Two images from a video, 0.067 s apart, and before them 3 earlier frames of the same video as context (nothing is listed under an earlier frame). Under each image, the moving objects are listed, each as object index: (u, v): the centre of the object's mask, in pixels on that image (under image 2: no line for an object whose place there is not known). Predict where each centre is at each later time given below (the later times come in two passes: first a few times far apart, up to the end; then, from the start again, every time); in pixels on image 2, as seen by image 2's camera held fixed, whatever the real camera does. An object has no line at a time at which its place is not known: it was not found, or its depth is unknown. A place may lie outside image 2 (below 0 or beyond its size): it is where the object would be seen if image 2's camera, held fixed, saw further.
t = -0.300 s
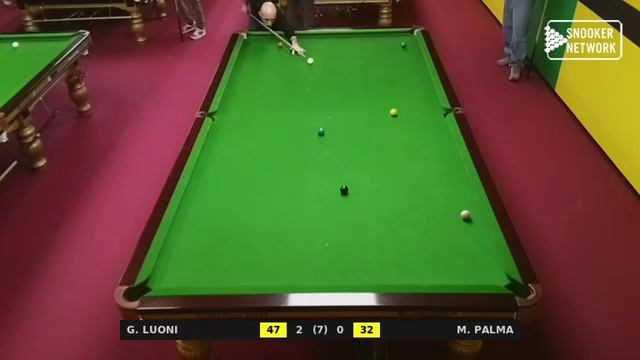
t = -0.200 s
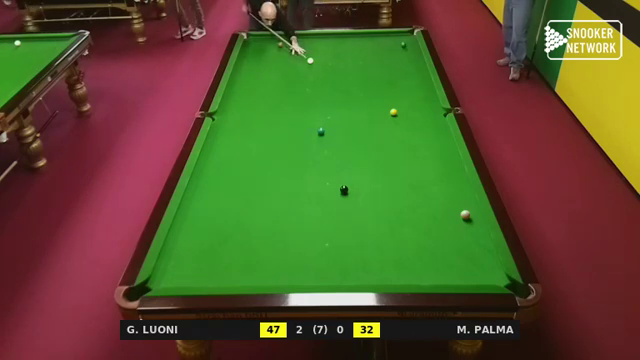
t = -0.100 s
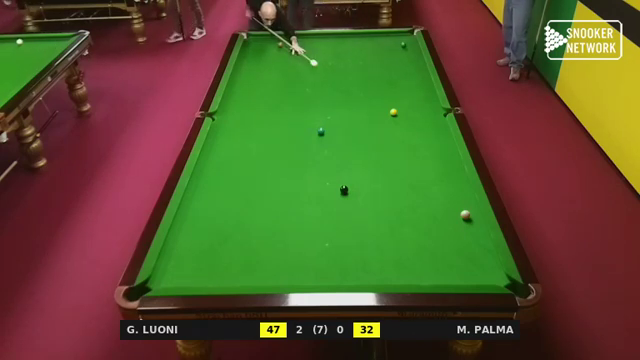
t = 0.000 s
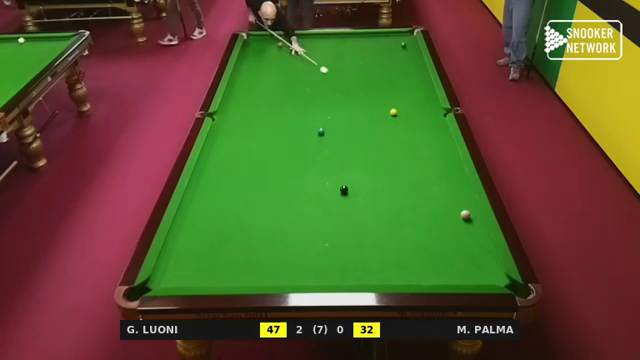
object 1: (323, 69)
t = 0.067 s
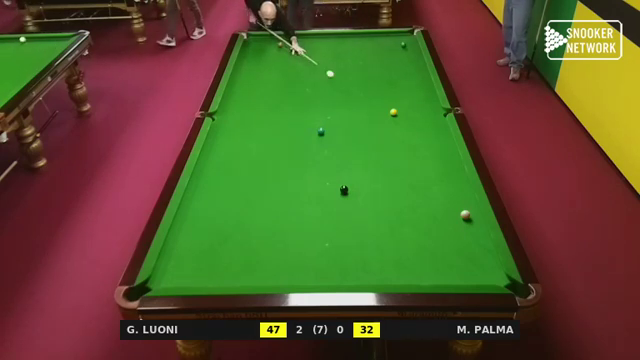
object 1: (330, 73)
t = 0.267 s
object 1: (348, 86)
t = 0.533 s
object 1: (375, 104)
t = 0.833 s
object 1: (389, 125)
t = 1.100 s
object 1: (396, 145)
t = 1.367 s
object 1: (404, 168)
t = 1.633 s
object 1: (411, 192)
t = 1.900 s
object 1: (421, 220)
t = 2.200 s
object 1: (433, 256)
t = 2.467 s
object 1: (440, 273)
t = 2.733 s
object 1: (435, 250)
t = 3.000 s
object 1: (431, 230)
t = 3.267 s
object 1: (427, 212)
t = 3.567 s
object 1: (424, 196)
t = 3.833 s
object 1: (422, 182)
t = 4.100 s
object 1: (419, 171)
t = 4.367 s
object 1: (417, 161)
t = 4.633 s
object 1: (415, 152)
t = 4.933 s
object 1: (414, 143)
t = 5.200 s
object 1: (413, 135)
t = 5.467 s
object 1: (412, 129)
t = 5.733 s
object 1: (411, 124)
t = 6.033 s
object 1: (409, 118)
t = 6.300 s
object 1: (409, 114)
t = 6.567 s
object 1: (408, 110)
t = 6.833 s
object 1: (407, 107)
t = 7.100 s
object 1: (407, 104)
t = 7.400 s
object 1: (406, 102)
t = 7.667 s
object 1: (406, 100)
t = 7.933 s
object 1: (406, 99)
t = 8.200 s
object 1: (406, 98)
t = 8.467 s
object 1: (406, 98)
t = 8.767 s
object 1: (406, 98)
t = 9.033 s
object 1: (406, 98)
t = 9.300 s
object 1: (406, 98)
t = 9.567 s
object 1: (406, 98)
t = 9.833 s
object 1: (406, 98)
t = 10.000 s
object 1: (406, 98)
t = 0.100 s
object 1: (333, 75)
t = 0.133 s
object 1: (336, 77)
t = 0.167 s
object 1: (339, 79)
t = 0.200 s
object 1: (342, 82)
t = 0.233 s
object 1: (345, 84)
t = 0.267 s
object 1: (348, 86)
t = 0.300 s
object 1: (351, 88)
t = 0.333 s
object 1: (354, 90)
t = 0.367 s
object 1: (358, 92)
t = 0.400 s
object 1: (361, 95)
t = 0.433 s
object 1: (364, 97)
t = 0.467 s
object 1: (368, 99)
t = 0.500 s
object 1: (371, 101)
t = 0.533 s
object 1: (375, 104)
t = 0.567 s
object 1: (378, 106)
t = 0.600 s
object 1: (382, 108)
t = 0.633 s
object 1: (385, 111)
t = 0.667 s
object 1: (386, 113)
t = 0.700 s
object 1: (386, 116)
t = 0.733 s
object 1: (387, 118)
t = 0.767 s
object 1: (388, 120)
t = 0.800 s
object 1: (389, 123)
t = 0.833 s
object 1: (389, 125)
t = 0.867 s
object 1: (390, 128)
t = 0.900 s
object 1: (391, 130)
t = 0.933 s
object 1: (392, 132)
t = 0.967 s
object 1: (393, 135)
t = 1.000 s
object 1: (394, 137)
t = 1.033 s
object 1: (394, 140)
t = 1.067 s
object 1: (395, 143)
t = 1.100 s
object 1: (396, 145)
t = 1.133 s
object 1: (397, 148)
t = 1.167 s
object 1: (398, 151)
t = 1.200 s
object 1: (399, 153)
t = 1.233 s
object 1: (400, 156)
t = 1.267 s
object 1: (401, 159)
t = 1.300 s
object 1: (402, 162)
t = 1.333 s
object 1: (403, 165)
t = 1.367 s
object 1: (404, 168)
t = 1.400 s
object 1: (404, 171)
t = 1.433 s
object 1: (405, 174)
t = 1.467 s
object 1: (406, 177)
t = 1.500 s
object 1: (407, 180)
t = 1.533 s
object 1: (408, 183)
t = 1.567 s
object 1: (409, 186)
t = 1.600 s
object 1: (410, 189)
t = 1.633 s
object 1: (411, 192)
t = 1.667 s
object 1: (413, 196)
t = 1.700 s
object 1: (414, 199)
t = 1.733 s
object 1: (415, 203)
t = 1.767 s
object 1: (416, 206)
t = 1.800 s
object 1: (417, 209)
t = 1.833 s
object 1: (418, 213)
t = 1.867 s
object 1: (419, 217)
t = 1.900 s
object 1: (421, 220)
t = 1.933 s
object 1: (422, 224)
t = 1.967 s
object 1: (423, 228)
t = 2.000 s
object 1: (424, 231)
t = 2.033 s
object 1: (426, 236)
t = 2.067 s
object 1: (427, 239)
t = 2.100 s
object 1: (428, 244)
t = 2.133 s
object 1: (430, 247)
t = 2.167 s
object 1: (431, 252)
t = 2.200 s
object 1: (433, 256)
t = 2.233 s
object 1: (434, 260)
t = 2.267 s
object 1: (435, 264)
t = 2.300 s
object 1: (437, 269)
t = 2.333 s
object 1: (438, 273)
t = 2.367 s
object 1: (440, 277)
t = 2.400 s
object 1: (441, 280)
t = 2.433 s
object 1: (440, 276)
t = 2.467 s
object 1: (440, 273)
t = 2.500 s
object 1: (439, 270)
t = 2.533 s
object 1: (438, 267)
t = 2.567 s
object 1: (438, 264)
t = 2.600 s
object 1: (437, 261)
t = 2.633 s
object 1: (437, 258)
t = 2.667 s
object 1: (436, 255)
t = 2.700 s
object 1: (436, 252)
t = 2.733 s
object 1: (435, 250)
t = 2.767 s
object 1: (434, 247)
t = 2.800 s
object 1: (434, 245)
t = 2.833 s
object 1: (433, 242)
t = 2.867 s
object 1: (433, 240)
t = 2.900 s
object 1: (433, 237)
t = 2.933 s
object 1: (432, 235)
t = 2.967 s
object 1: (431, 232)
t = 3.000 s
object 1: (431, 230)
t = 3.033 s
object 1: (430, 228)
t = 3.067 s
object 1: (430, 226)
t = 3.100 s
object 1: (430, 223)
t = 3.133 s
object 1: (429, 221)
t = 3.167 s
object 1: (429, 219)
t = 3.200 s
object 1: (428, 216)
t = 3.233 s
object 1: (428, 214)
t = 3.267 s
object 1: (427, 212)
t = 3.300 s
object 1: (427, 210)
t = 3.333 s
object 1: (427, 208)
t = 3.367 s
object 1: (426, 206)
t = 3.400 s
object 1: (426, 205)
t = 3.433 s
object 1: (426, 203)
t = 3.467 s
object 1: (425, 201)
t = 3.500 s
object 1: (425, 199)
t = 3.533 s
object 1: (425, 197)
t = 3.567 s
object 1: (424, 196)
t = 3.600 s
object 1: (424, 194)
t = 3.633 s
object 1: (424, 192)
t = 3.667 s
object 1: (423, 190)
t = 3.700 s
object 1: (423, 189)
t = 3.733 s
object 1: (423, 187)
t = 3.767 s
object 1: (422, 186)
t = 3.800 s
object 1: (422, 184)
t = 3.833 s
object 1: (422, 182)
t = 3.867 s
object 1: (422, 181)
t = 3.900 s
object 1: (421, 179)
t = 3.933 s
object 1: (421, 178)
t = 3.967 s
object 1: (421, 177)
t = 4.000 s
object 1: (420, 175)
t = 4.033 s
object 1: (420, 174)
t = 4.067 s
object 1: (420, 172)
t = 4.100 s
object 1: (419, 171)
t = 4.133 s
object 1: (419, 170)
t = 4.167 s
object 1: (419, 168)
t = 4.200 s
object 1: (419, 167)
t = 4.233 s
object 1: (418, 166)
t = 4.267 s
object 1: (418, 165)
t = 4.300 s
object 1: (418, 163)
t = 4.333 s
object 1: (418, 162)
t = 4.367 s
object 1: (417, 161)
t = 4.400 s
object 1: (417, 160)
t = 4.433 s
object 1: (417, 159)
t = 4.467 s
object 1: (417, 157)
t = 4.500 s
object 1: (416, 156)
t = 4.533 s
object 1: (416, 155)
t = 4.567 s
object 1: (416, 154)
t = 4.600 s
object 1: (416, 153)
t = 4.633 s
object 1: (415, 152)
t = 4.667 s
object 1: (415, 151)
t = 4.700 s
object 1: (415, 150)
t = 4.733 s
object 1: (415, 148)
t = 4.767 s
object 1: (415, 147)
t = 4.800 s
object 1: (415, 147)
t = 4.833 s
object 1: (414, 146)
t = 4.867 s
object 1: (414, 145)
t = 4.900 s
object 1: (414, 144)
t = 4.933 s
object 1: (414, 143)
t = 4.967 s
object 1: (414, 142)
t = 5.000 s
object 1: (413, 141)
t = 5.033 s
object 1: (413, 140)
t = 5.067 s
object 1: (413, 139)
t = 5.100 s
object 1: (413, 138)
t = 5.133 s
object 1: (413, 137)
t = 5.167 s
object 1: (413, 136)
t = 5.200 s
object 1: (413, 135)
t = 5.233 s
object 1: (413, 135)
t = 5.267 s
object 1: (412, 134)
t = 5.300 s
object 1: (412, 133)
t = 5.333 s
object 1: (412, 132)
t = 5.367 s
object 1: (412, 132)
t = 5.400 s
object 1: (412, 131)
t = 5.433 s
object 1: (412, 130)
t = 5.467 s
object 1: (412, 129)
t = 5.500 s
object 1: (412, 128)
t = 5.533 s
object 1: (412, 128)
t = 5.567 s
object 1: (411, 127)
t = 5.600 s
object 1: (411, 126)
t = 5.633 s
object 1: (411, 126)
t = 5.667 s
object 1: (411, 125)
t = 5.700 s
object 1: (411, 124)
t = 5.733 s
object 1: (411, 124)
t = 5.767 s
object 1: (410, 123)
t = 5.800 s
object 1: (410, 122)
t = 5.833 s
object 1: (410, 122)
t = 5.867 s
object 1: (410, 121)
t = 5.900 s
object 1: (410, 121)
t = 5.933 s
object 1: (410, 120)
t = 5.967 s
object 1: (410, 119)
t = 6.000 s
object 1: (410, 119)
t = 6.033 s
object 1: (409, 118)
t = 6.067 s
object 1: (409, 117)
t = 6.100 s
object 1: (409, 117)
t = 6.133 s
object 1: (409, 116)
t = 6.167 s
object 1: (409, 116)
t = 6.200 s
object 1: (409, 115)
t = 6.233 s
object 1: (409, 115)
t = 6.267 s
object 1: (409, 114)
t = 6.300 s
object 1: (409, 114)
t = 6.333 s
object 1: (409, 113)
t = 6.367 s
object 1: (408, 113)
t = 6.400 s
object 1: (408, 112)
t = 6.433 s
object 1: (408, 112)
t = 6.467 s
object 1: (408, 111)
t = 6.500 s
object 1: (408, 111)
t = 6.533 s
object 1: (408, 110)
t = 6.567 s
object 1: (408, 110)
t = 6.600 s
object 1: (408, 110)
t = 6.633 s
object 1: (408, 109)
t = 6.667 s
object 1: (408, 109)
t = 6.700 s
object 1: (408, 108)
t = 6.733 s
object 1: (408, 108)
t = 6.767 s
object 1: (407, 108)
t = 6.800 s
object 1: (407, 107)
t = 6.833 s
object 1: (407, 107)
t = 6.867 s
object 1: (407, 107)
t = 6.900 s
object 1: (407, 106)
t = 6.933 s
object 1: (407, 106)
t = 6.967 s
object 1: (407, 106)
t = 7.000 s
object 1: (407, 105)
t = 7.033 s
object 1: (407, 105)
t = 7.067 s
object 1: (407, 105)
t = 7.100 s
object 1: (407, 104)
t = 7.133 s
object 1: (406, 104)
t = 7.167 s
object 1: (406, 104)
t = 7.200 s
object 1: (406, 103)
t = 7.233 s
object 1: (406, 103)
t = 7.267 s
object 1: (406, 103)
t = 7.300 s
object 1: (406, 103)
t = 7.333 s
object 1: (406, 102)
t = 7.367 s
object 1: (406, 102)
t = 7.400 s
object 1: (406, 102)
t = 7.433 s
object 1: (406, 102)
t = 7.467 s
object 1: (406, 102)
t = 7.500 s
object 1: (406, 101)
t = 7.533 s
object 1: (406, 101)
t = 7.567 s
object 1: (406, 101)
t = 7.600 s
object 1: (406, 101)
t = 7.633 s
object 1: (406, 101)
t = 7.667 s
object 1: (406, 100)
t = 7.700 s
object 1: (406, 100)
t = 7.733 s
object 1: (406, 100)
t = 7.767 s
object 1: (406, 100)
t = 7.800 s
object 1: (406, 100)
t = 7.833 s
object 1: (406, 100)
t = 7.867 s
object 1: (406, 99)
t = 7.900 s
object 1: (406, 99)
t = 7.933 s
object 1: (406, 99)
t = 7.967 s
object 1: (406, 99)
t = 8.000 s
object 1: (406, 99)
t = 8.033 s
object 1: (406, 99)
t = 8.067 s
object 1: (406, 99)
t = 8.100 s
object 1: (406, 98)
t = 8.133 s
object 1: (406, 99)
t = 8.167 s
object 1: (406, 98)
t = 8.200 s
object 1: (406, 98)
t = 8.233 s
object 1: (406, 98)
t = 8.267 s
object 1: (406, 98)
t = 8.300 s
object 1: (406, 98)
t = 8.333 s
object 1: (406, 98)
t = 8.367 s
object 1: (406, 98)
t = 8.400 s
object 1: (406, 98)
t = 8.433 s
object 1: (406, 98)
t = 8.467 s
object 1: (406, 98)
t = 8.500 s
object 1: (406, 98)
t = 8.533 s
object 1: (406, 98)
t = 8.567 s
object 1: (406, 98)
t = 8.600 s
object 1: (406, 98)
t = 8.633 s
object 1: (406, 98)
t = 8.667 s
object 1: (406, 98)
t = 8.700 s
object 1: (406, 98)
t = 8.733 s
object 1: (406, 98)
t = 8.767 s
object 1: (406, 98)
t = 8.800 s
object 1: (406, 98)
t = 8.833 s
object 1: (406, 98)
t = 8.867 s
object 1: (406, 98)
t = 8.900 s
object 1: (406, 98)
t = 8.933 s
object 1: (406, 98)
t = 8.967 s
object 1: (406, 98)
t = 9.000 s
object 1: (406, 98)
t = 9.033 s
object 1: (406, 98)
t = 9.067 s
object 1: (406, 98)
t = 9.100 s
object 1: (406, 98)
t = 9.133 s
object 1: (406, 98)
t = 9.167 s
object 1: (406, 98)
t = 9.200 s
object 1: (406, 98)
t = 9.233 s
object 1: (406, 98)
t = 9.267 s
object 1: (406, 98)
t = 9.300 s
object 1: (406, 98)
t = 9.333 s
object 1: (406, 98)
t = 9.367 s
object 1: (406, 98)
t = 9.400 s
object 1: (406, 98)
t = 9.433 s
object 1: (406, 98)
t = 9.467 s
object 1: (406, 98)
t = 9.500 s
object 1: (406, 98)
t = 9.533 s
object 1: (406, 98)
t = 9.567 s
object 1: (406, 98)
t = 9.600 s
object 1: (406, 98)
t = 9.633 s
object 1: (406, 98)
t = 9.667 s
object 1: (406, 98)
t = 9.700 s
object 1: (406, 98)
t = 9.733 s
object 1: (406, 98)
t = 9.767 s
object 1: (406, 98)
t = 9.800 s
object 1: (406, 98)
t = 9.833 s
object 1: (406, 98)
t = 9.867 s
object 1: (406, 98)
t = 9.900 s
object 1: (406, 98)
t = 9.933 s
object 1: (406, 98)
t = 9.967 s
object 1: (406, 98)
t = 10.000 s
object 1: (406, 98)
